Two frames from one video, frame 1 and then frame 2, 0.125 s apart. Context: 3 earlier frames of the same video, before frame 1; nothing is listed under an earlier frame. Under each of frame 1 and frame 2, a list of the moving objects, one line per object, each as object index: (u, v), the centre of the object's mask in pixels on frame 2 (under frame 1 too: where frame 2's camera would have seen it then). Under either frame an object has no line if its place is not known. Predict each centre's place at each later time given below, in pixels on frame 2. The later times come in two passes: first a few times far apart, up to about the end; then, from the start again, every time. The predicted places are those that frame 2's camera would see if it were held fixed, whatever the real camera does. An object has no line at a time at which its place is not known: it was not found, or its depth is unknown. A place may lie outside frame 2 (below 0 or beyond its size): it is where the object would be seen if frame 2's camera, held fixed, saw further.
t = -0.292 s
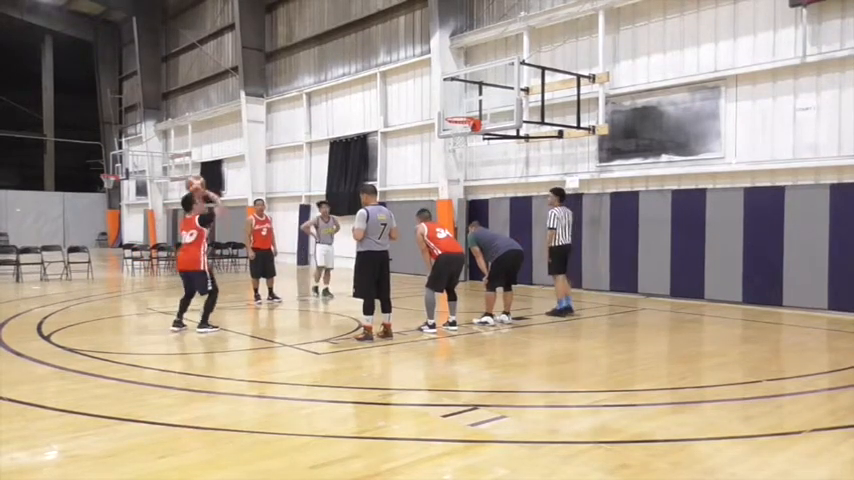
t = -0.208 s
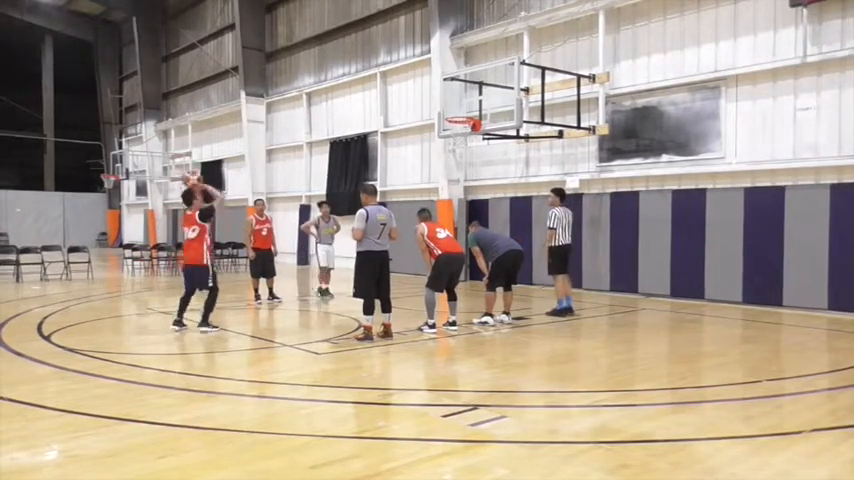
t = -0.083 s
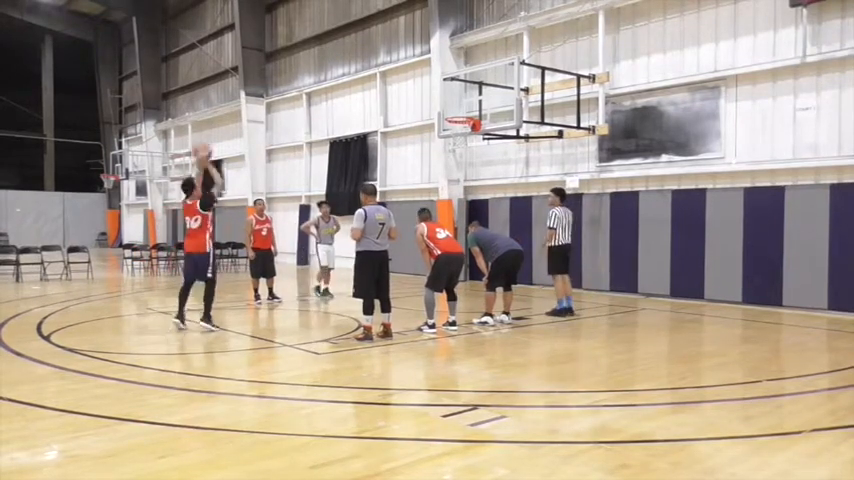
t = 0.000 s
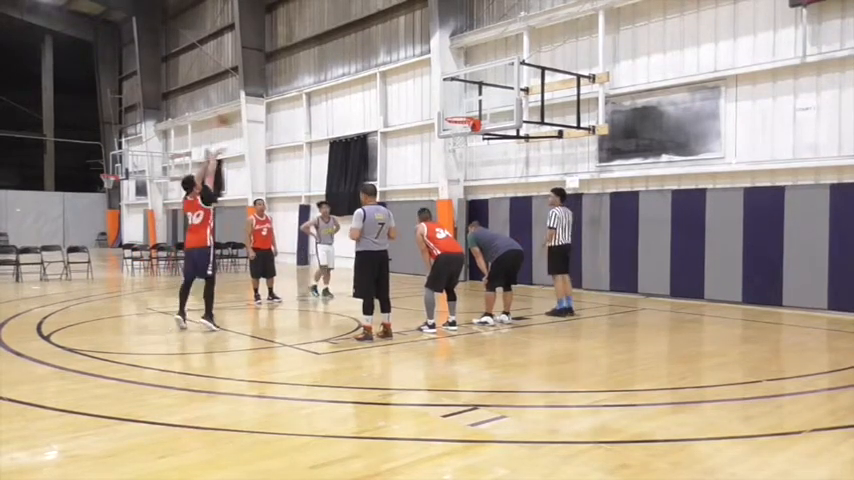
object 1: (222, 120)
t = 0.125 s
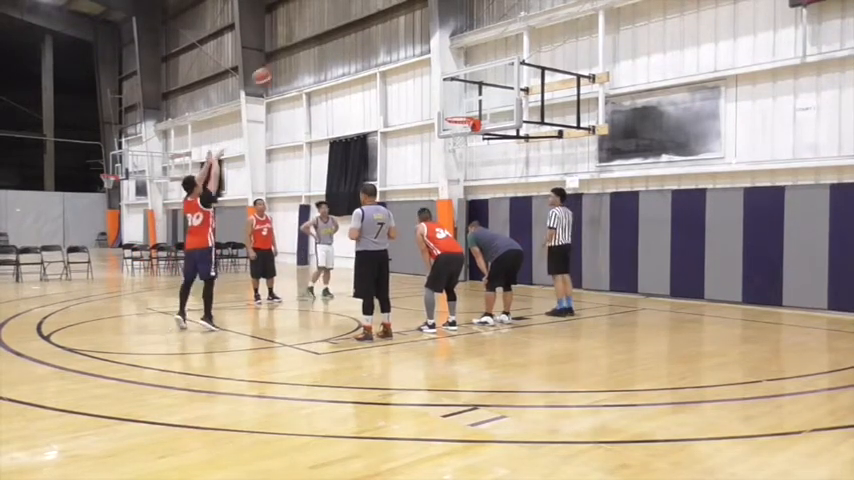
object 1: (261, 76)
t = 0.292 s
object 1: (307, 44)
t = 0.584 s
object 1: (377, 41)
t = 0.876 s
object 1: (432, 84)
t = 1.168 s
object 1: (480, 92)
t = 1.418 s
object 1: (483, 85)
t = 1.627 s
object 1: (487, 107)
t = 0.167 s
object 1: (274, 67)
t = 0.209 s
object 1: (284, 60)
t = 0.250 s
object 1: (298, 48)
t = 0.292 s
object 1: (307, 44)
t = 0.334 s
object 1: (320, 40)
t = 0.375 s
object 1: (328, 36)
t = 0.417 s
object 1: (340, 34)
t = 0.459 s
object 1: (347, 33)
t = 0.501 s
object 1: (359, 32)
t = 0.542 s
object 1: (364, 33)
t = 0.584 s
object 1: (377, 41)
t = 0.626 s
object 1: (384, 42)
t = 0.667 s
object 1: (393, 47)
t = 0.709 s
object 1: (403, 53)
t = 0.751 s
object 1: (411, 62)
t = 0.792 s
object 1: (418, 68)
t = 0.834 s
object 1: (426, 77)
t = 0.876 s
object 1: (432, 84)
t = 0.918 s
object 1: (441, 97)
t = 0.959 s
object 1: (447, 106)
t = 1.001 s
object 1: (454, 112)
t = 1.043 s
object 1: (460, 107)
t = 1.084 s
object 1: (469, 101)
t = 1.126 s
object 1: (473, 98)
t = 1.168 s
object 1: (480, 92)
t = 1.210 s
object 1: (480, 89)
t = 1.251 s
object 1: (482, 86)
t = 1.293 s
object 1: (482, 85)
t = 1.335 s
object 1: (482, 84)
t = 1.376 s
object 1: (482, 85)
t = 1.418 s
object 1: (483, 85)
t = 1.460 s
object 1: (484, 87)
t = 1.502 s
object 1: (485, 91)
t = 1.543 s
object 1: (485, 94)
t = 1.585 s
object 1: (486, 102)
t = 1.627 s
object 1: (487, 107)
